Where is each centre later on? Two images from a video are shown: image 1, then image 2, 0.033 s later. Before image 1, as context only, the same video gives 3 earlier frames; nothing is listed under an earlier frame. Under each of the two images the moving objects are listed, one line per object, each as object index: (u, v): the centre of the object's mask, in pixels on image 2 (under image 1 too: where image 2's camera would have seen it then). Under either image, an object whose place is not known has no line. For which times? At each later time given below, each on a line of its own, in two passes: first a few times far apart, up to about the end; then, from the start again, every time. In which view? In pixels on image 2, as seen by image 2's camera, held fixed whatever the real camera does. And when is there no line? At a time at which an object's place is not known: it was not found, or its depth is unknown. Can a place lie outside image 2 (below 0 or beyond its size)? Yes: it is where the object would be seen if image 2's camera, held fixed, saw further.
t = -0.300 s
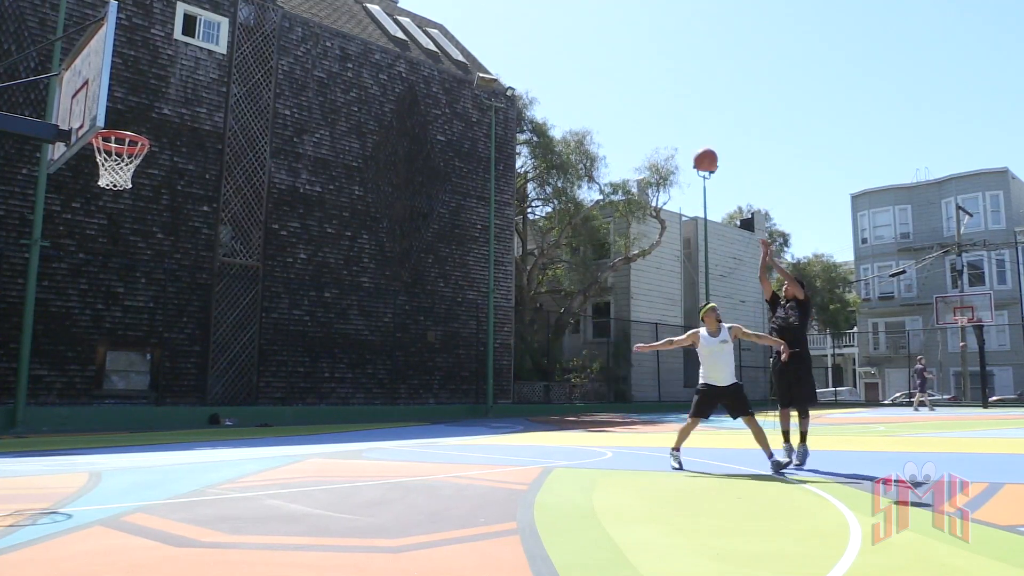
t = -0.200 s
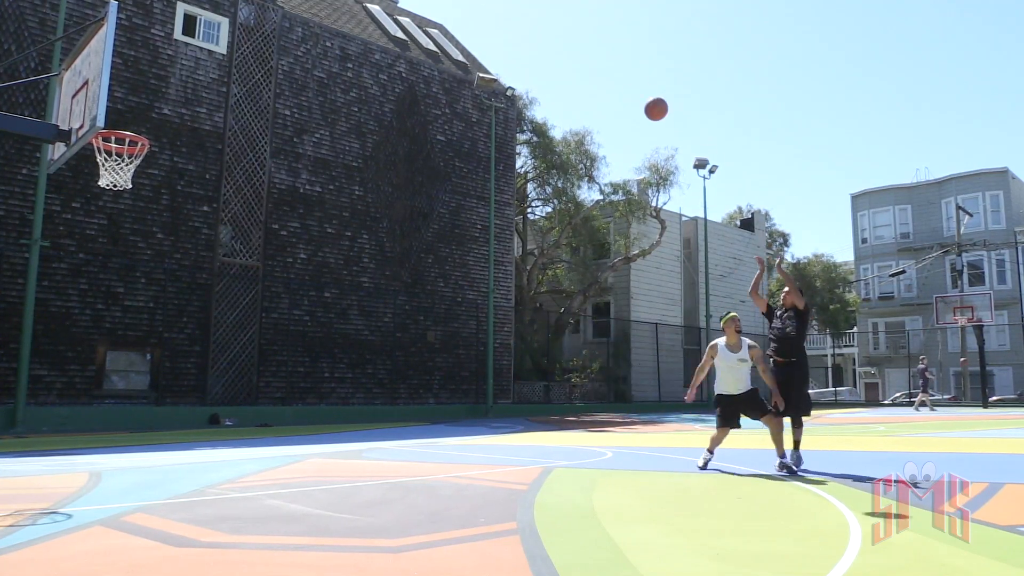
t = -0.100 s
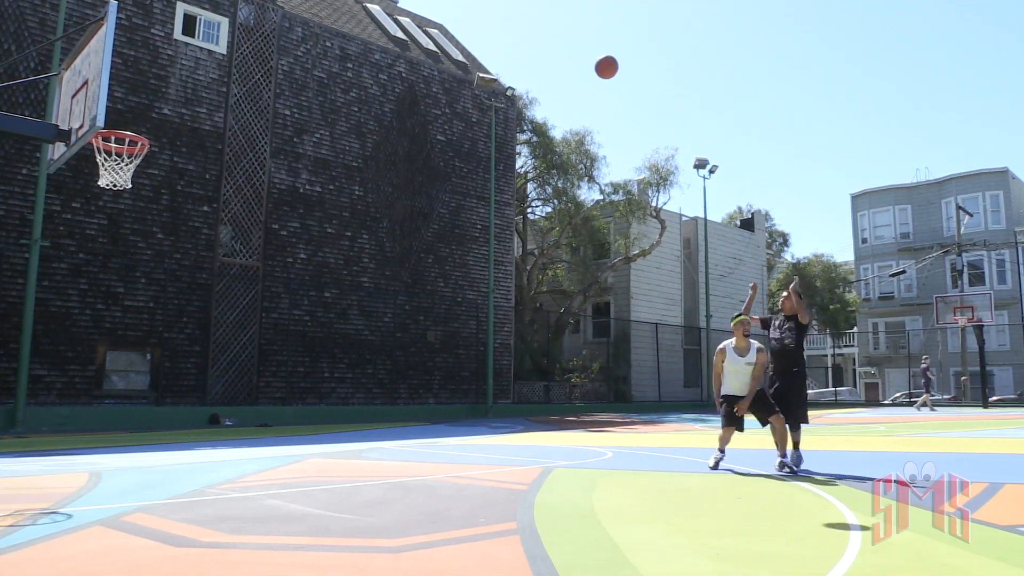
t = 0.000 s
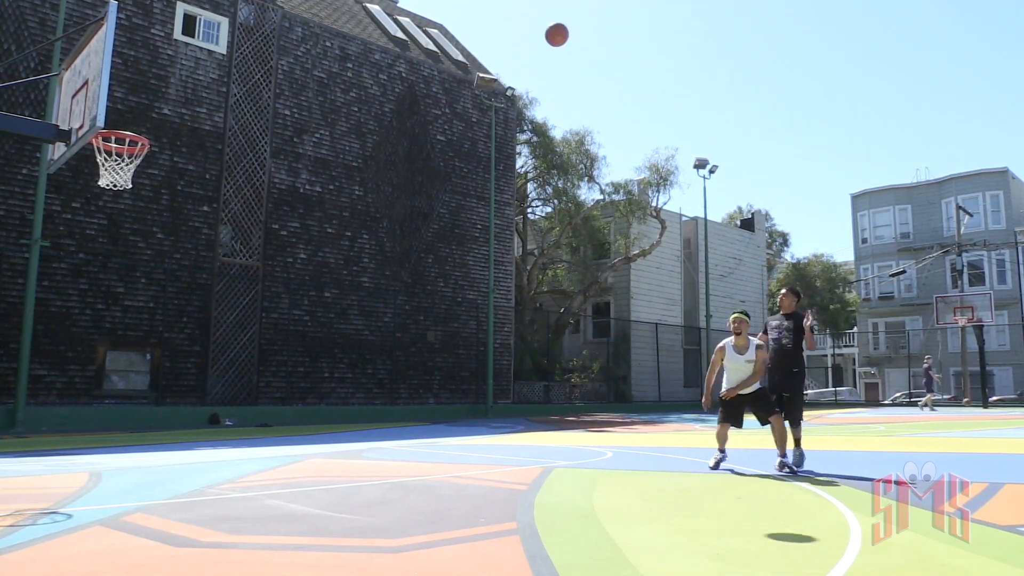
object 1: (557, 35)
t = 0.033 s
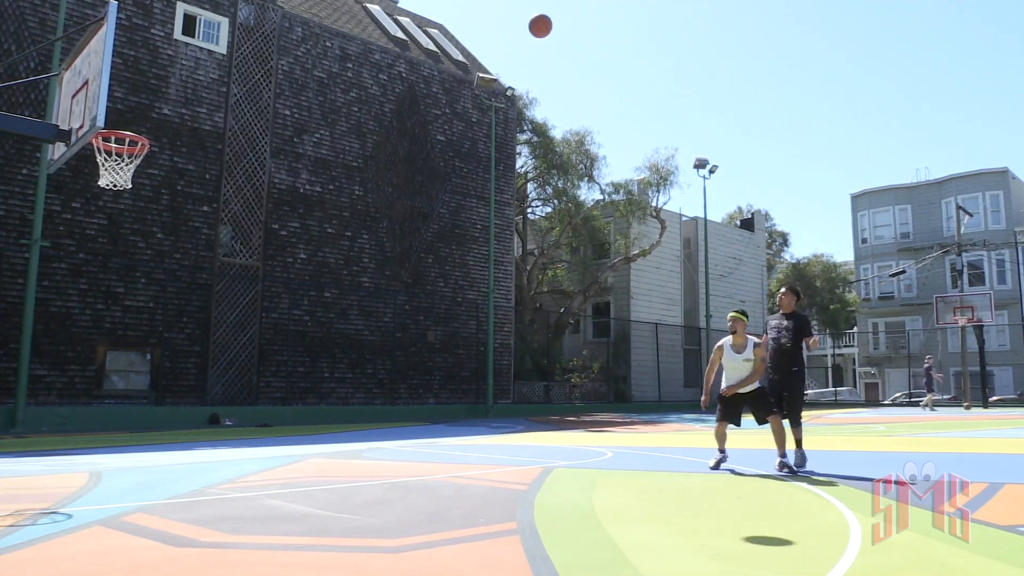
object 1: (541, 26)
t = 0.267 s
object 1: (423, 2)
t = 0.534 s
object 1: (283, 16)
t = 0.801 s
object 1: (131, 113)
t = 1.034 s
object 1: (137, 167)
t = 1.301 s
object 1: (117, 192)
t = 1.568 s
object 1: (80, 290)
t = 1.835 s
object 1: (36, 462)
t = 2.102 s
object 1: (28, 310)
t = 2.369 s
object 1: (13, 242)
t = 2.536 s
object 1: (6, 243)
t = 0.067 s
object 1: (524, 18)
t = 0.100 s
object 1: (507, 11)
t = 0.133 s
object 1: (490, 8)
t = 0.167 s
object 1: (474, 5)
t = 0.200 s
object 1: (457, 4)
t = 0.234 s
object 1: (440, 3)
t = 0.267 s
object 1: (423, 2)
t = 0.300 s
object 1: (406, 2)
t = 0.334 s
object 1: (389, 2)
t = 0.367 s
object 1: (371, 3)
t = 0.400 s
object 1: (354, 4)
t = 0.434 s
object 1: (336, 5)
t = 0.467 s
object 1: (319, 8)
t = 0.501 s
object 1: (301, 11)
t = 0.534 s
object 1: (283, 16)
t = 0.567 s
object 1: (265, 24)
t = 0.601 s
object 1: (246, 33)
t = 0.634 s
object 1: (228, 43)
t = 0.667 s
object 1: (209, 55)
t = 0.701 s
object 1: (191, 67)
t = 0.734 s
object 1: (171, 80)
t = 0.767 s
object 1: (151, 96)
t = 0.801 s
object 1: (131, 113)
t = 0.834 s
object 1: (114, 124)
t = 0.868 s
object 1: (115, 147)
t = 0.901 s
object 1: (126, 153)
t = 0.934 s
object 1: (139, 165)
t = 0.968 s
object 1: (138, 169)
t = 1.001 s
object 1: (137, 166)
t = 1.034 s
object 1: (137, 167)
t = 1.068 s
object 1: (136, 167)
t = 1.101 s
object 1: (134, 170)
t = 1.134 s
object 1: (133, 172)
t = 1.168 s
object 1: (131, 174)
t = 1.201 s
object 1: (127, 177)
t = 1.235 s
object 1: (124, 180)
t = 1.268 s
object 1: (121, 185)
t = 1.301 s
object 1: (117, 192)
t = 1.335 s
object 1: (113, 198)
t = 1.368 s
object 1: (109, 207)
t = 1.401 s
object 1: (105, 217)
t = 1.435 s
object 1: (100, 228)
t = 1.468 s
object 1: (95, 241)
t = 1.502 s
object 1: (91, 256)
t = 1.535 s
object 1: (86, 272)
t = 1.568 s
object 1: (80, 290)
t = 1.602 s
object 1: (75, 309)
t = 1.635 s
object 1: (69, 330)
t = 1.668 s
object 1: (64, 352)
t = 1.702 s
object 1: (58, 377)
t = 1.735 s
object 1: (51, 403)
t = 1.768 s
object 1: (45, 430)
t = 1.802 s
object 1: (39, 460)
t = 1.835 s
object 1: (36, 462)
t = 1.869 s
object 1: (35, 438)
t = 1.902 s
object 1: (34, 416)
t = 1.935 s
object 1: (33, 395)
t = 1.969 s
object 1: (33, 376)
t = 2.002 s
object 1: (31, 358)
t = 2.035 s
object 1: (30, 341)
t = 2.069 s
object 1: (29, 325)
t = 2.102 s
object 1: (28, 310)
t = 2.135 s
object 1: (26, 297)
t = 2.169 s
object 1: (25, 285)
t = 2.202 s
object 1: (23, 275)
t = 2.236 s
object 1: (20, 265)
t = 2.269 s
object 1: (18, 257)
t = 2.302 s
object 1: (16, 251)
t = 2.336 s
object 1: (15, 246)
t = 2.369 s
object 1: (13, 242)
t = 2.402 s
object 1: (12, 239)
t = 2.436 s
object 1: (10, 238)
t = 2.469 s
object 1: (9, 238)
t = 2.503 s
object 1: (7, 240)
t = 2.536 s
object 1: (6, 243)
